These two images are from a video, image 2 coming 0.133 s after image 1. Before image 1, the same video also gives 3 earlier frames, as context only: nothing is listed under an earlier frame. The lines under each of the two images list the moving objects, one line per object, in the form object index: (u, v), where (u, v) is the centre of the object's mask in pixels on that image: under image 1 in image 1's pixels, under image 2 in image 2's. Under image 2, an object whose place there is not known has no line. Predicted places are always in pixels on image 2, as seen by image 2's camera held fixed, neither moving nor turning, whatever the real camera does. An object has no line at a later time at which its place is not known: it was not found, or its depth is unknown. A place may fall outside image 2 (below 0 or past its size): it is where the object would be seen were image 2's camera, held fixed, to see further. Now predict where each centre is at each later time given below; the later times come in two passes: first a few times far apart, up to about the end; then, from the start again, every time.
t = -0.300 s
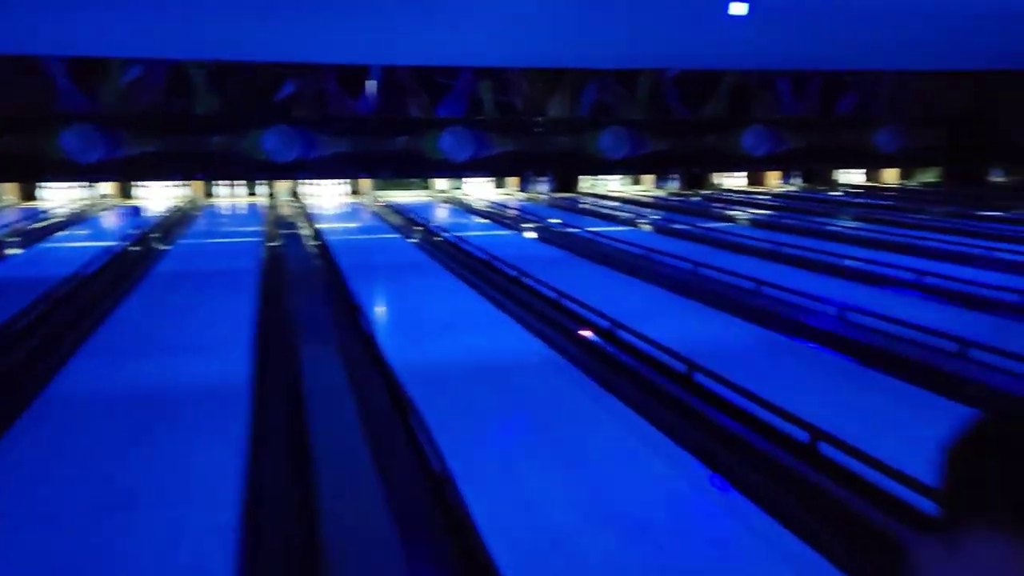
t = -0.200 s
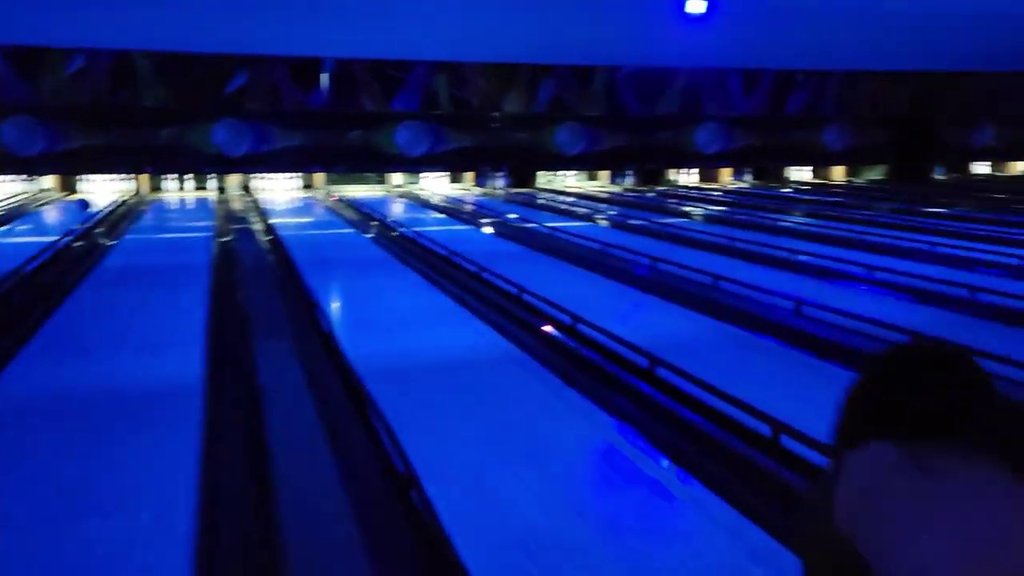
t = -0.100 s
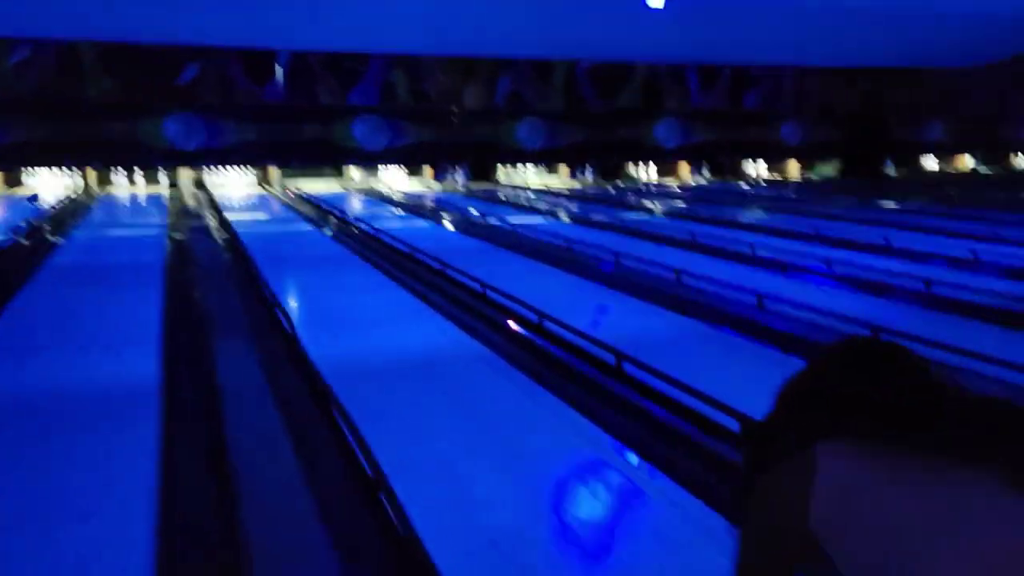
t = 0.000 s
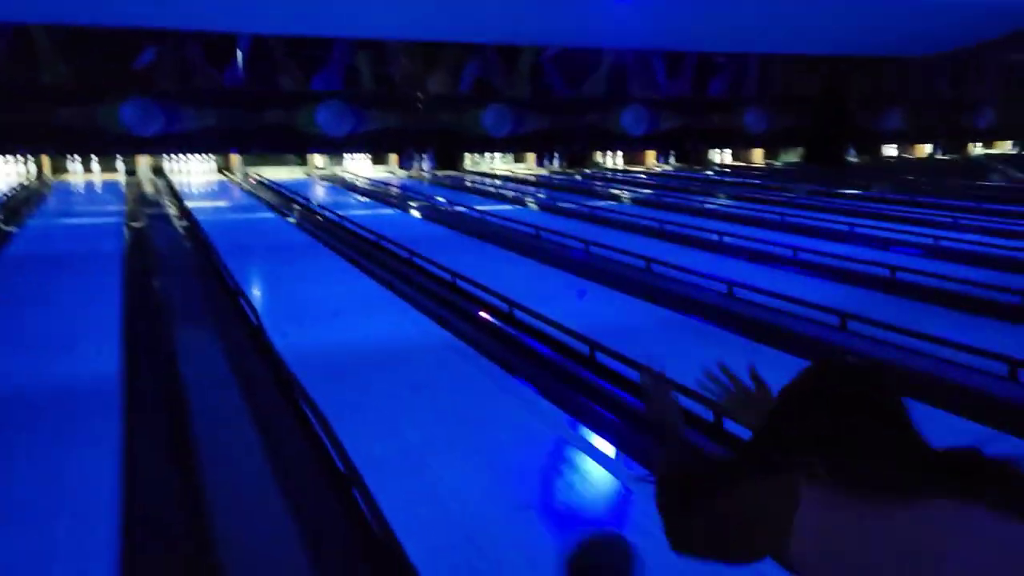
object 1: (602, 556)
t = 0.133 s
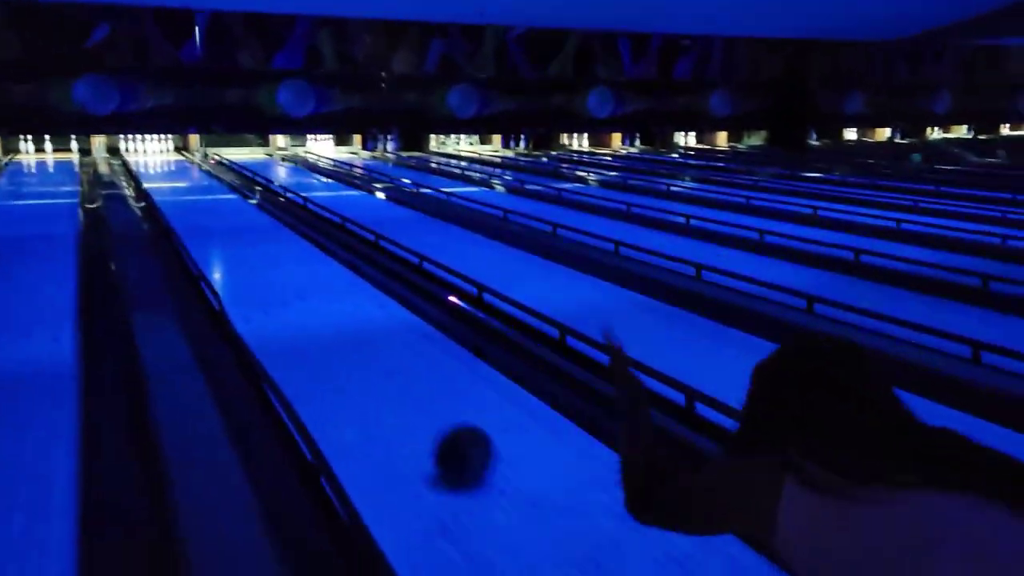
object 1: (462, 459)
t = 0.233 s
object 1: (408, 407)
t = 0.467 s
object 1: (325, 329)
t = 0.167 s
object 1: (443, 440)
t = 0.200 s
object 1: (424, 423)
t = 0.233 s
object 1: (408, 407)
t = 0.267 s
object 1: (393, 393)
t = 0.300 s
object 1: (379, 380)
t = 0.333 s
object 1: (365, 368)
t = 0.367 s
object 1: (354, 357)
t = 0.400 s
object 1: (343, 348)
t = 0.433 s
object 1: (334, 338)
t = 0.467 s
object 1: (325, 329)
